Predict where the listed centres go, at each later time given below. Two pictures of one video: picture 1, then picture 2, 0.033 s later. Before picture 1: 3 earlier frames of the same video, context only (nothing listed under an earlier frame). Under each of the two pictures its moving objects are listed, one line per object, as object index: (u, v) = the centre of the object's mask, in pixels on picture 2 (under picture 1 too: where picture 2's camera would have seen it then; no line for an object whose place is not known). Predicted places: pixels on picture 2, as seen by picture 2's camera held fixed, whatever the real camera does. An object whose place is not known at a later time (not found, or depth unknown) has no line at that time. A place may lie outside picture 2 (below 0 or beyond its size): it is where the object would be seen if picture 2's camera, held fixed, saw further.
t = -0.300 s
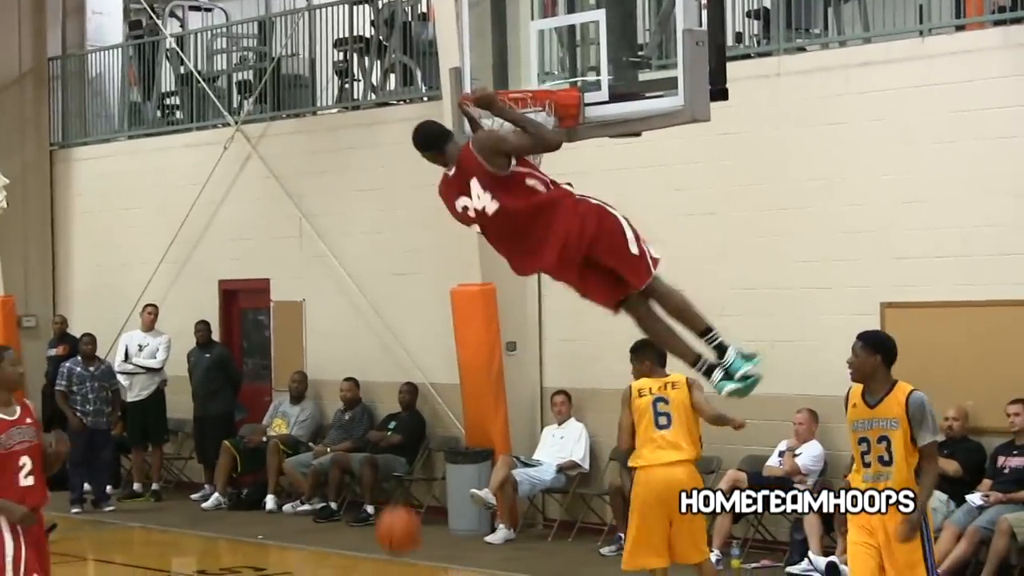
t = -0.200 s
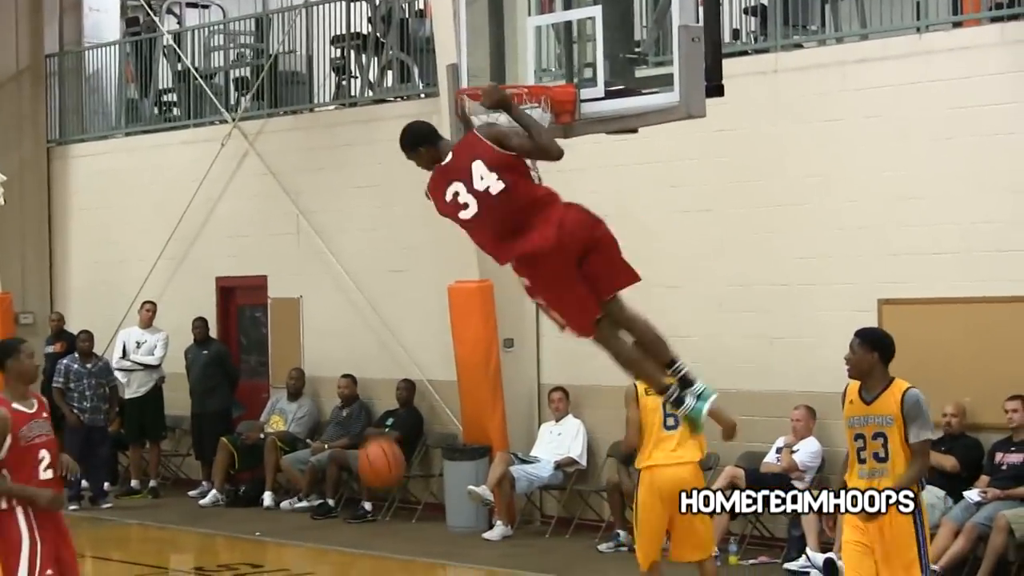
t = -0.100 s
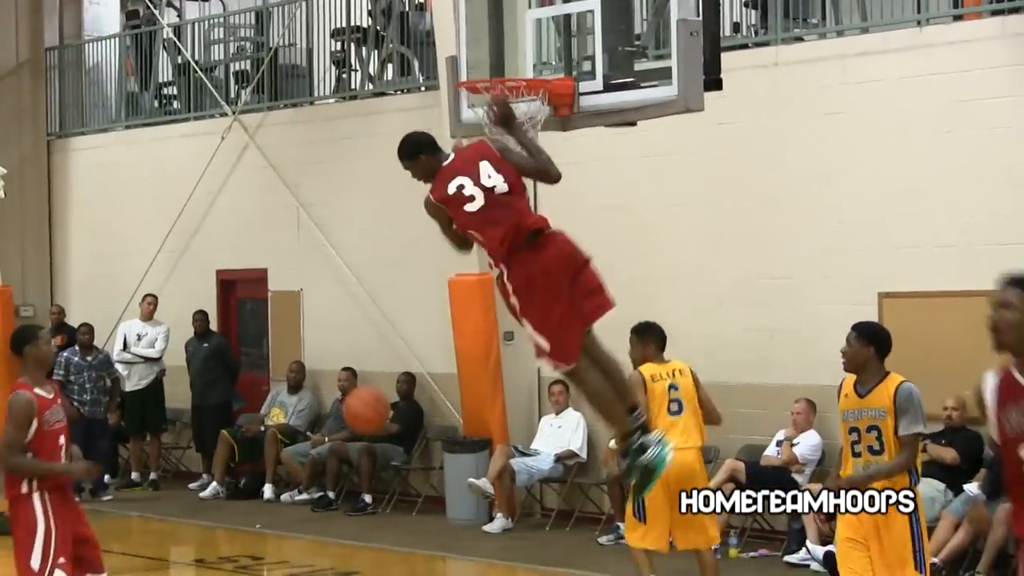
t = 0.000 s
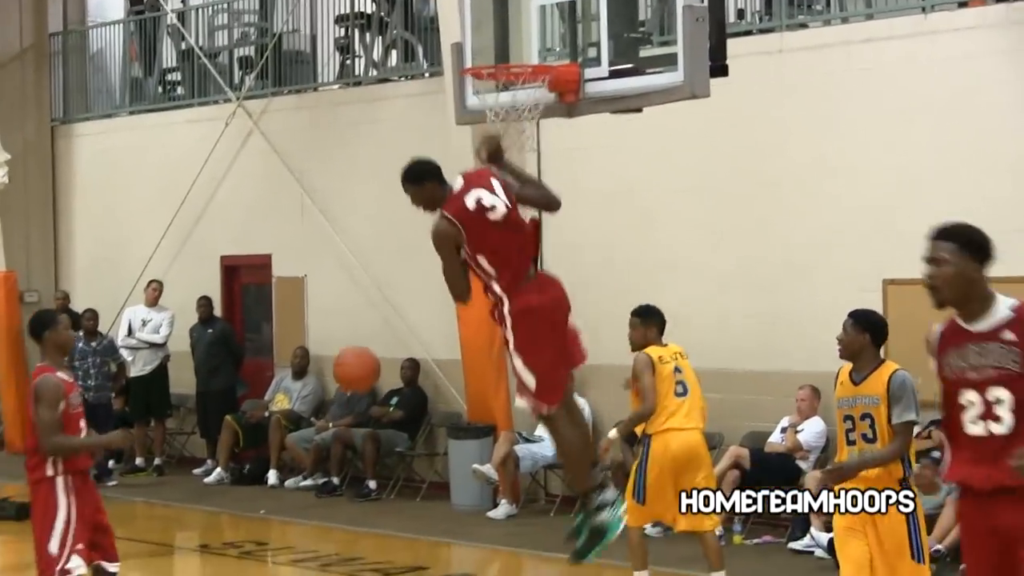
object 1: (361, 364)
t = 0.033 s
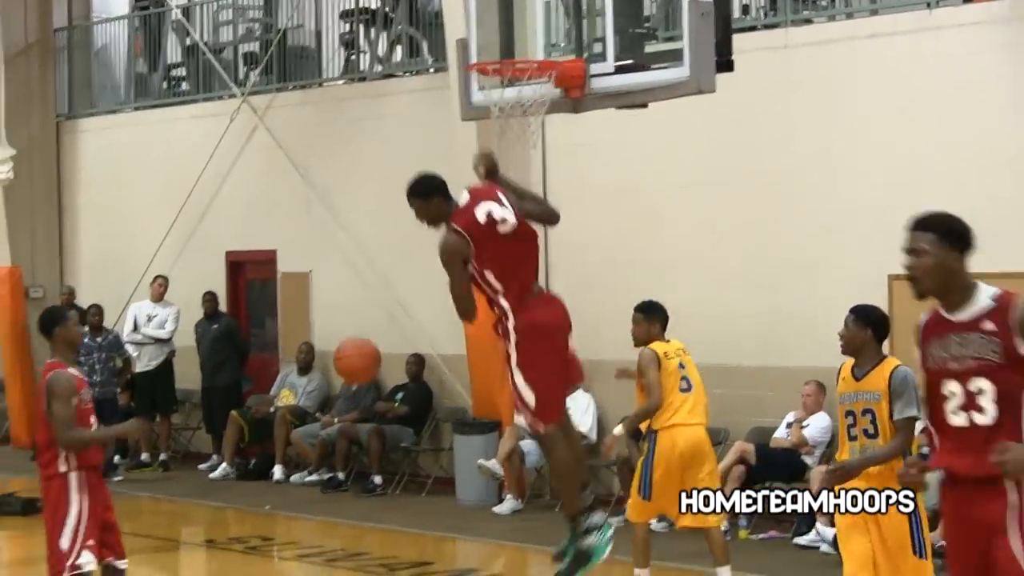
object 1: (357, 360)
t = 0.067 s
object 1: (353, 358)
